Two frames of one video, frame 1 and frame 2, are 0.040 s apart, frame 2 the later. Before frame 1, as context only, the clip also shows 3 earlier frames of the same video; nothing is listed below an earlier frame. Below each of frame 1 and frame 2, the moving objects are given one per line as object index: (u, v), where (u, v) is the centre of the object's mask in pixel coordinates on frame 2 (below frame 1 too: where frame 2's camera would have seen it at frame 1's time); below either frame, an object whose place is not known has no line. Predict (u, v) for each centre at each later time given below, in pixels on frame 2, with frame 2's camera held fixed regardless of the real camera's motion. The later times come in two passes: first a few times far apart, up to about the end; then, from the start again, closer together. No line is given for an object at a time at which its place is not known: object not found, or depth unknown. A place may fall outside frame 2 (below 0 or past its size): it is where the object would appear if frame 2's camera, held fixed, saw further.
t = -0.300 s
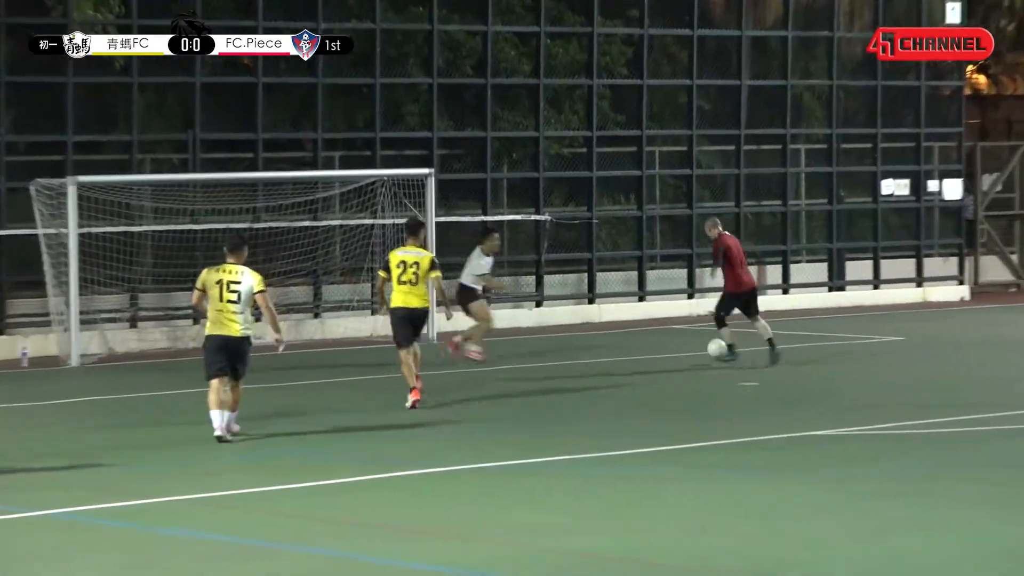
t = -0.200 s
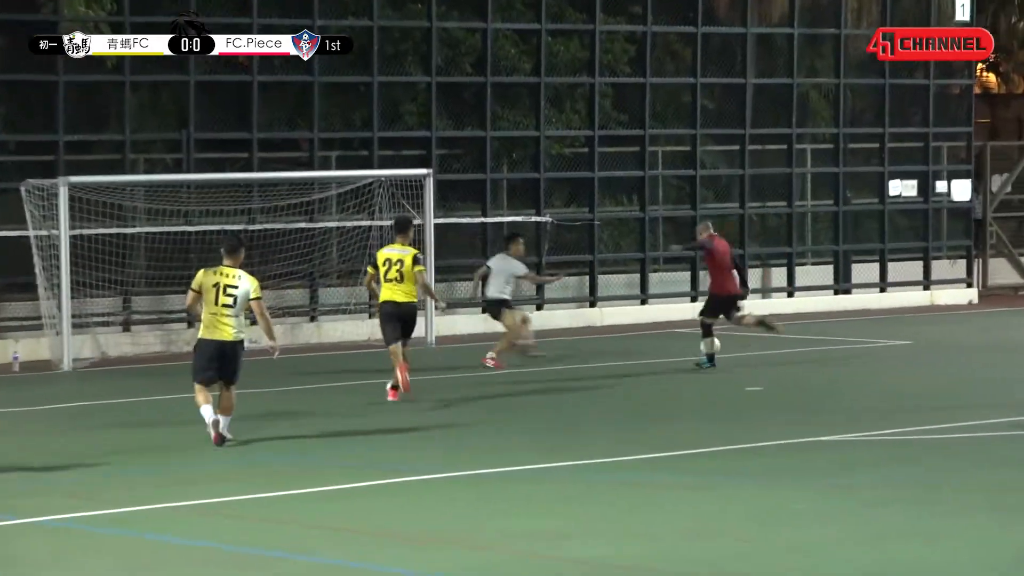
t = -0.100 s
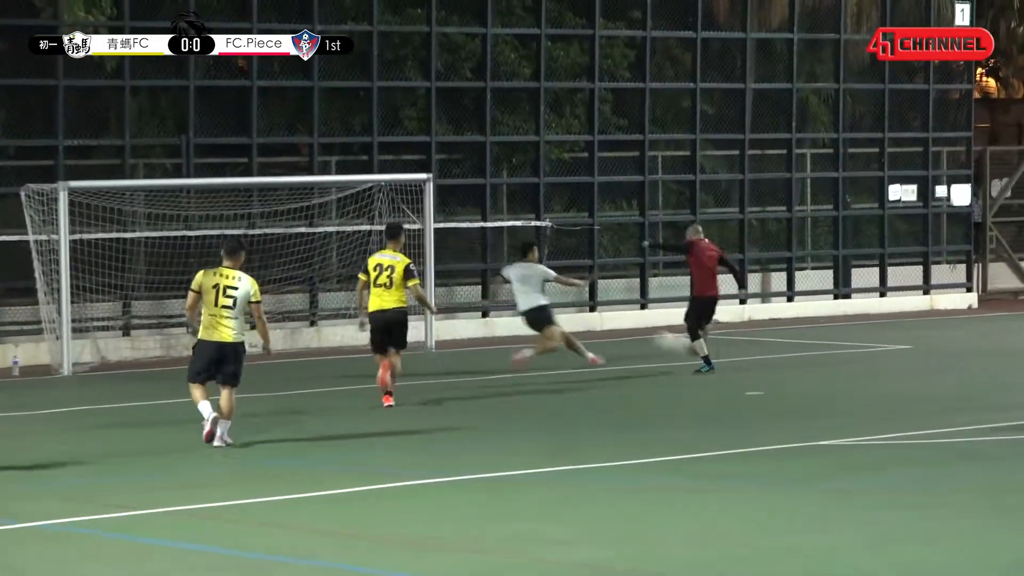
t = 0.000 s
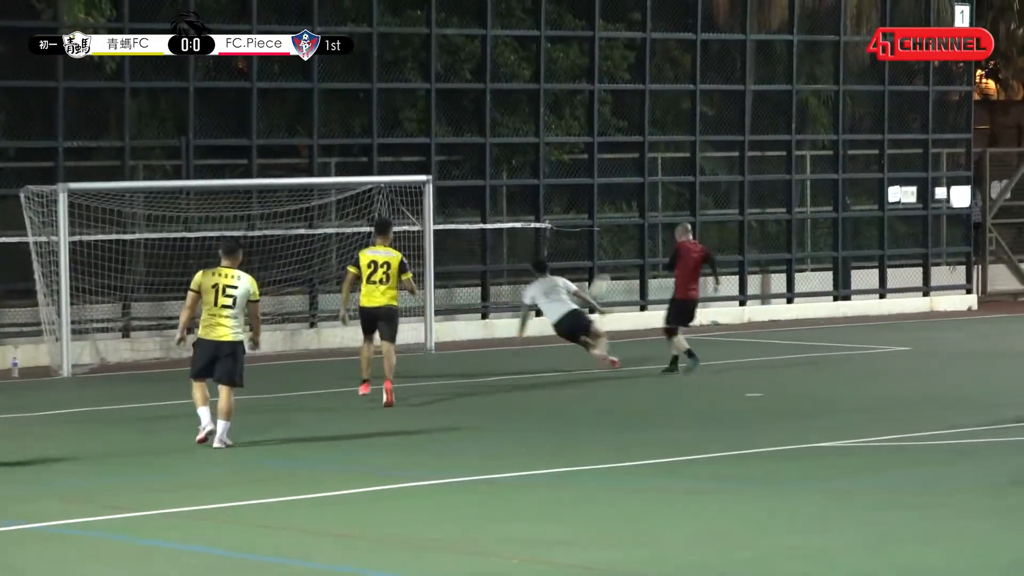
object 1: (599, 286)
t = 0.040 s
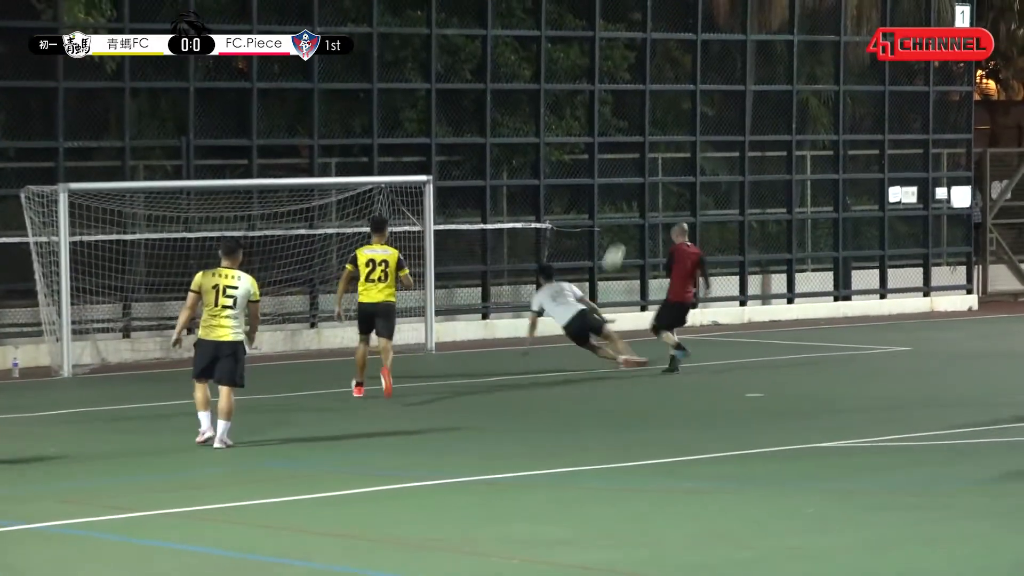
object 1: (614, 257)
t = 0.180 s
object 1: (661, 160)
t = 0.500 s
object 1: (763, 7)
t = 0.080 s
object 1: (627, 229)
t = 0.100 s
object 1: (634, 214)
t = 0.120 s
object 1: (641, 200)
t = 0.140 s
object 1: (647, 187)
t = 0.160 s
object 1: (654, 174)
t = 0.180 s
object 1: (661, 160)
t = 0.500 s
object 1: (763, 7)
